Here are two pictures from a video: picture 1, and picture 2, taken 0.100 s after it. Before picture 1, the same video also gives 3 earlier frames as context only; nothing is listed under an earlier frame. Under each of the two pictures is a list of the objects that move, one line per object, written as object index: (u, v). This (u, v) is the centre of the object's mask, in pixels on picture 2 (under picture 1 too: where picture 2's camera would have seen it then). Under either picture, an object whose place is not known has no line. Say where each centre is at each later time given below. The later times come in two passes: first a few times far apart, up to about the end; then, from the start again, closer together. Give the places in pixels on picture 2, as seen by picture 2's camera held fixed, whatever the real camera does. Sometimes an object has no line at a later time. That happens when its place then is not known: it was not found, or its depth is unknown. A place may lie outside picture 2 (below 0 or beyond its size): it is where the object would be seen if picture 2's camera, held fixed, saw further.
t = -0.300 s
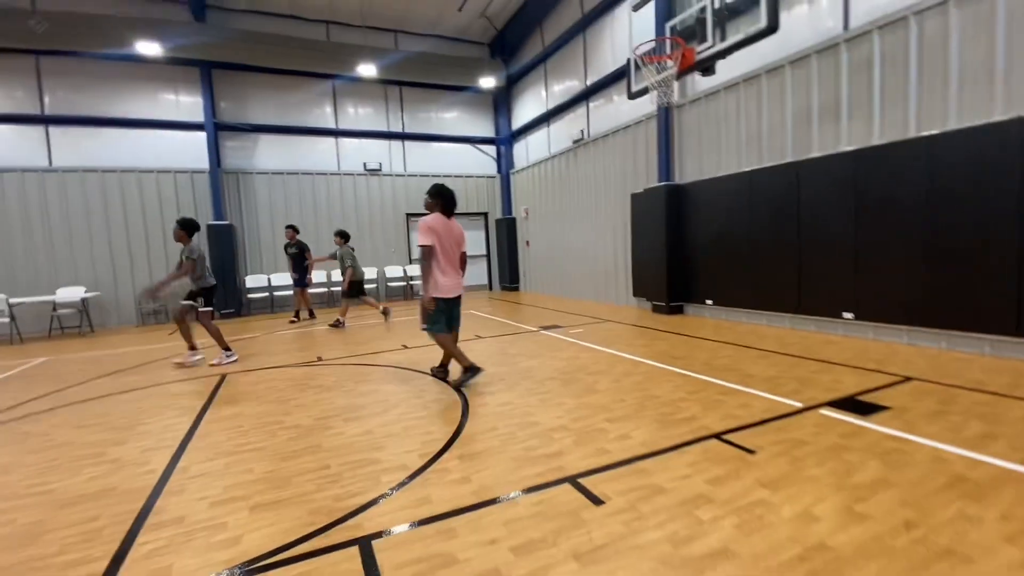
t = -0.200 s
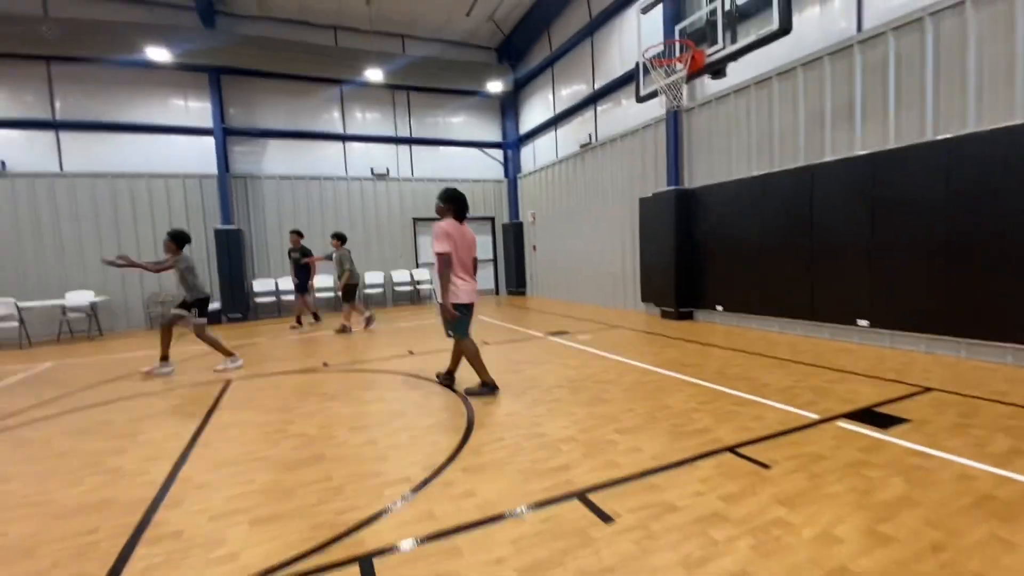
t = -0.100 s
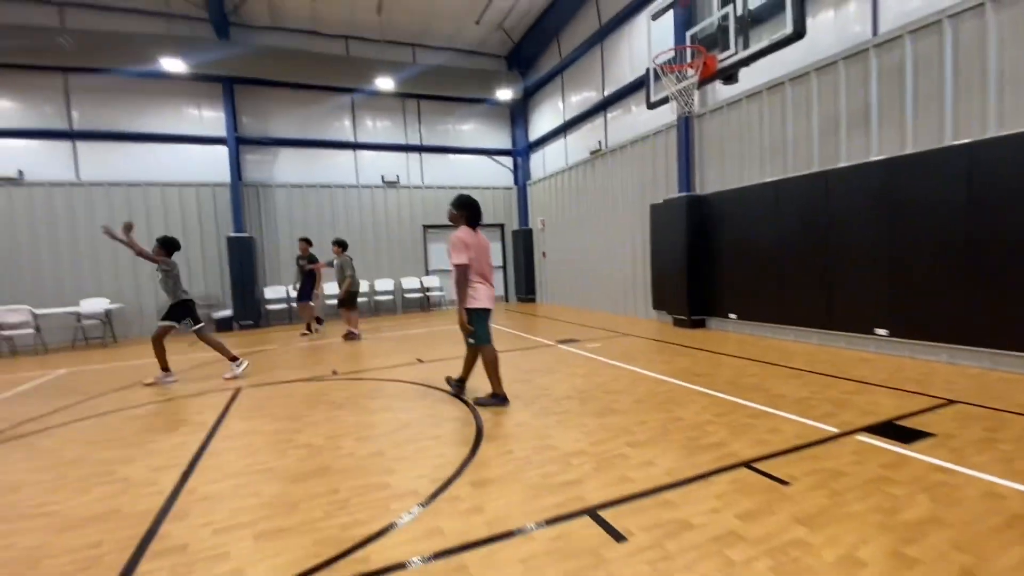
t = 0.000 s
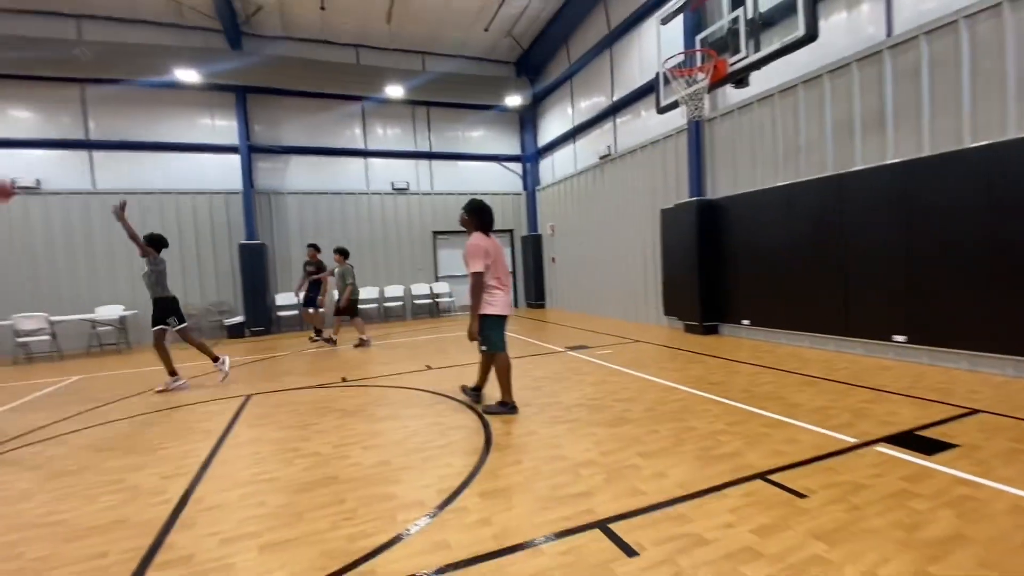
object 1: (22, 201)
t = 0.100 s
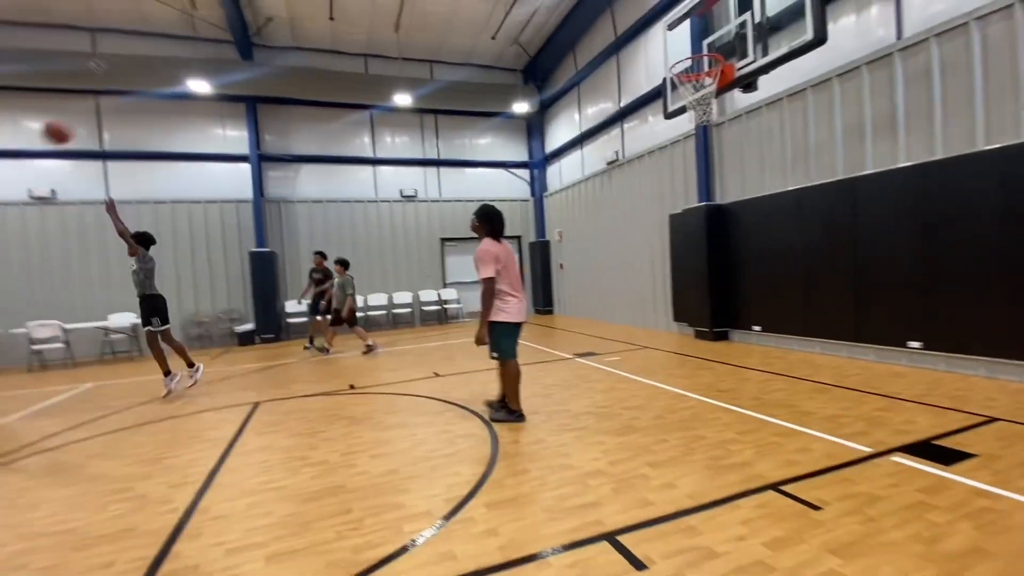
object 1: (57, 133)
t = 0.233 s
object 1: (112, 58)
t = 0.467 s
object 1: (218, -34)
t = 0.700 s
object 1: (327, -72)
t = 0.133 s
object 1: (70, 113)
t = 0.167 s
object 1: (85, 91)
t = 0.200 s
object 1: (98, 73)
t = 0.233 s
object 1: (112, 58)
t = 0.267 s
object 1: (127, 41)
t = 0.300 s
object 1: (142, 27)
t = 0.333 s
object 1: (157, 13)
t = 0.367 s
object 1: (173, 1)
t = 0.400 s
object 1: (188, -11)
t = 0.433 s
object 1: (203, -23)
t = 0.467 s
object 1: (218, -34)
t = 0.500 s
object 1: (233, -42)
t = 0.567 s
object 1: (265, -55)
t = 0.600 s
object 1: (281, -59)
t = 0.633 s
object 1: (296, -65)
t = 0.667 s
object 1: (312, -70)
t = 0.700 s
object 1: (327, -72)
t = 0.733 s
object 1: (344, -73)
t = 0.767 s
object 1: (361, -74)
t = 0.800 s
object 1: (377, -73)
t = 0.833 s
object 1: (393, -70)
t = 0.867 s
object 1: (410, -67)
